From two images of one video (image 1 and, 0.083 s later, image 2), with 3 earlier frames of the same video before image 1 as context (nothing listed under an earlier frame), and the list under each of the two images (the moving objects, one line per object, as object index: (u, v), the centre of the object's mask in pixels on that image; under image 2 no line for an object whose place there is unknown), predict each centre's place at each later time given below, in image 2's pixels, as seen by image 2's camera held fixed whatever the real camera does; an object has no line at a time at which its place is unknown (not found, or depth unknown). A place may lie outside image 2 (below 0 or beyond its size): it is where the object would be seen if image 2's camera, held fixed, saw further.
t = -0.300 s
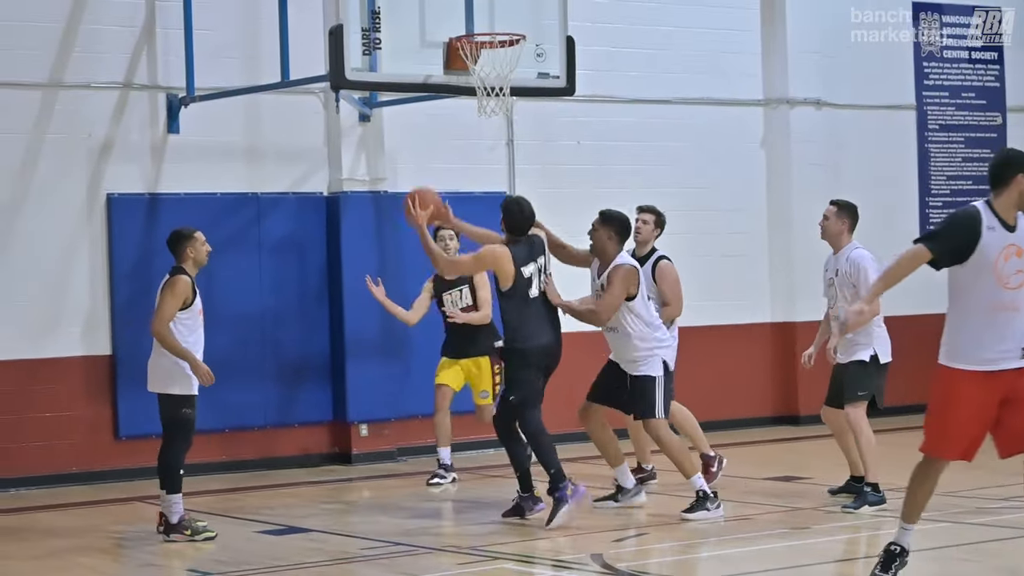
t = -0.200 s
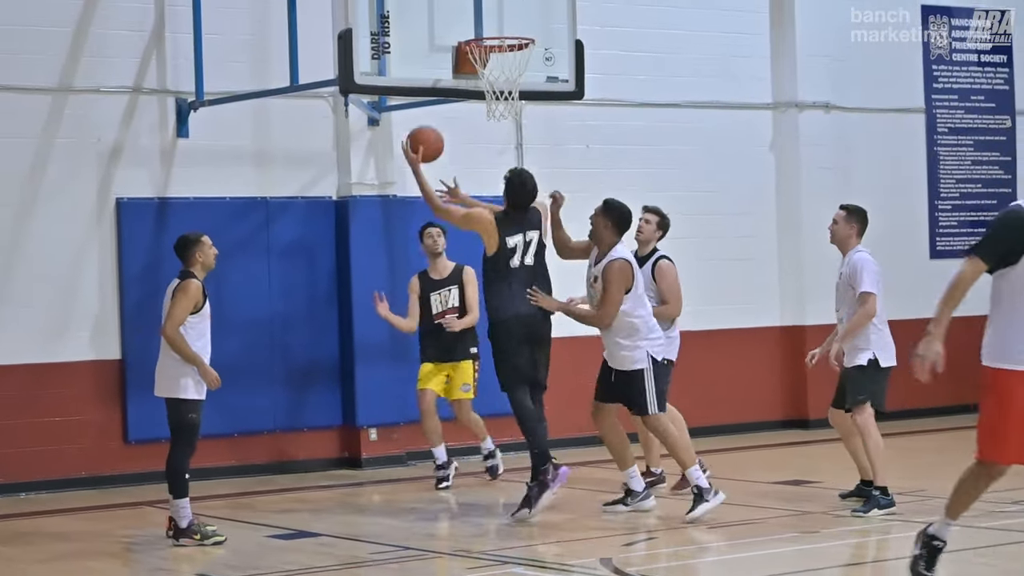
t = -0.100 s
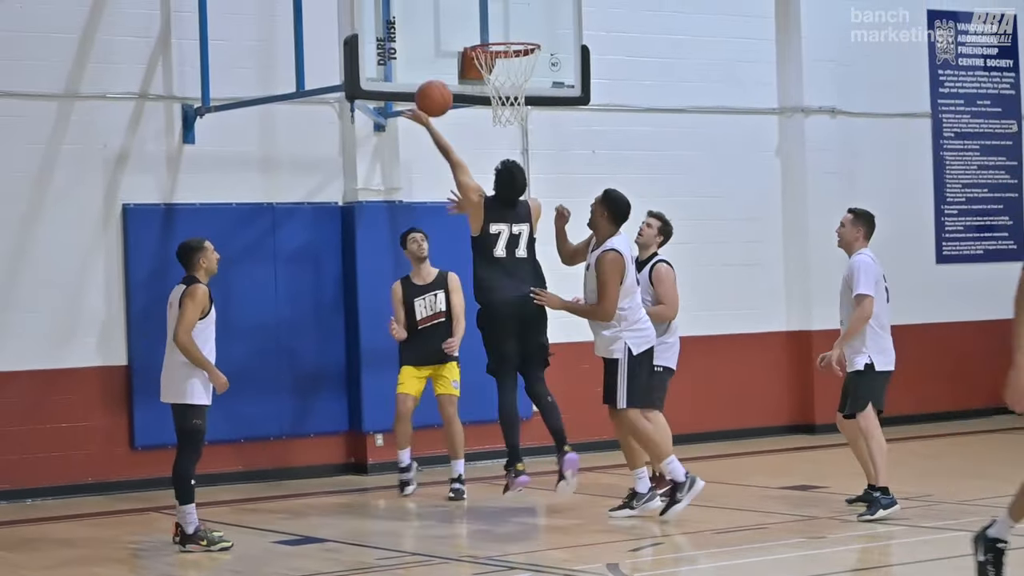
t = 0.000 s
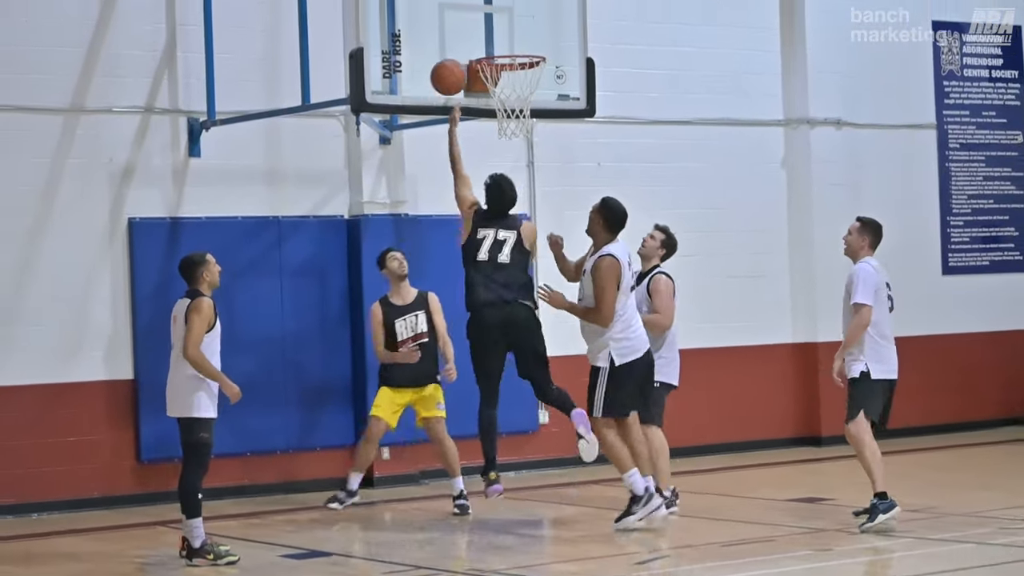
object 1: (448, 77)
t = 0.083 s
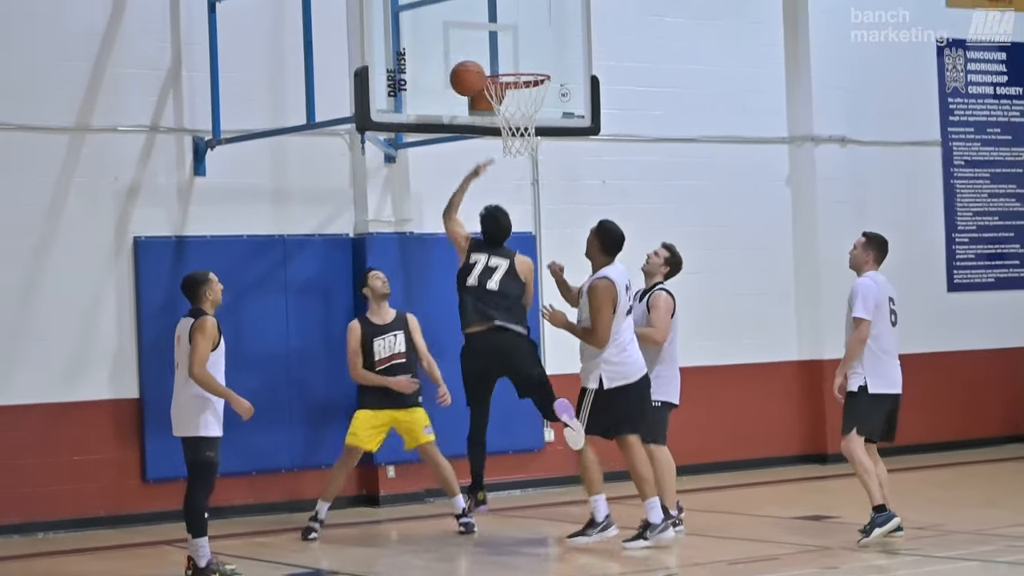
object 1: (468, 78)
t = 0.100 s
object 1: (467, 77)
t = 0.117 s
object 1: (462, 76)
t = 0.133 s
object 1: (456, 75)
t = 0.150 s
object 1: (451, 75)
